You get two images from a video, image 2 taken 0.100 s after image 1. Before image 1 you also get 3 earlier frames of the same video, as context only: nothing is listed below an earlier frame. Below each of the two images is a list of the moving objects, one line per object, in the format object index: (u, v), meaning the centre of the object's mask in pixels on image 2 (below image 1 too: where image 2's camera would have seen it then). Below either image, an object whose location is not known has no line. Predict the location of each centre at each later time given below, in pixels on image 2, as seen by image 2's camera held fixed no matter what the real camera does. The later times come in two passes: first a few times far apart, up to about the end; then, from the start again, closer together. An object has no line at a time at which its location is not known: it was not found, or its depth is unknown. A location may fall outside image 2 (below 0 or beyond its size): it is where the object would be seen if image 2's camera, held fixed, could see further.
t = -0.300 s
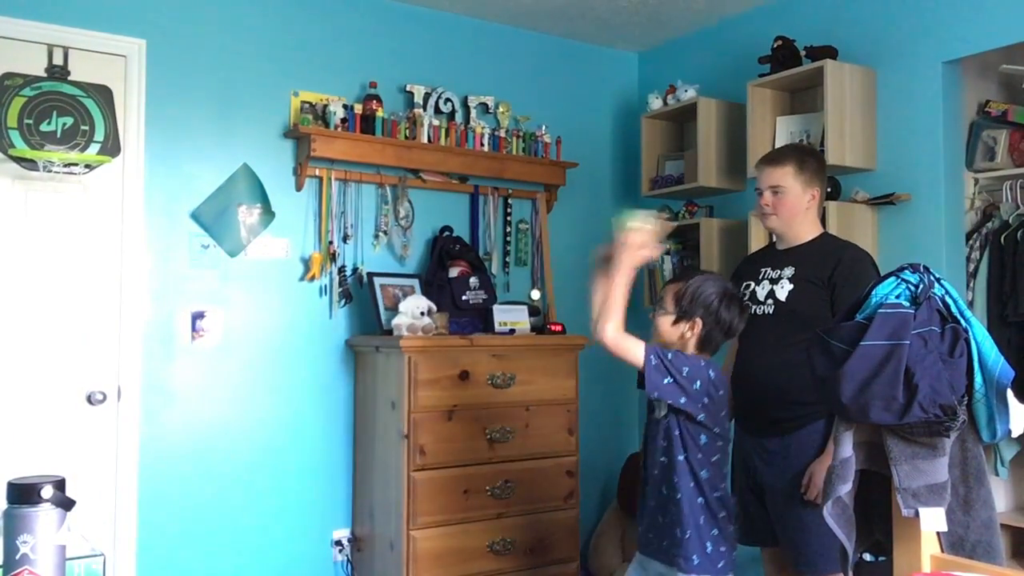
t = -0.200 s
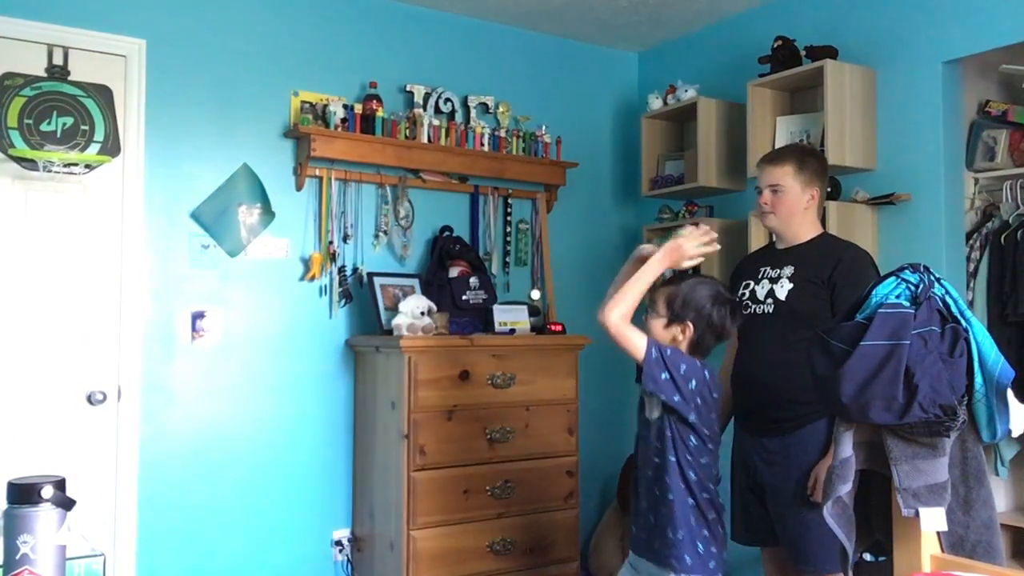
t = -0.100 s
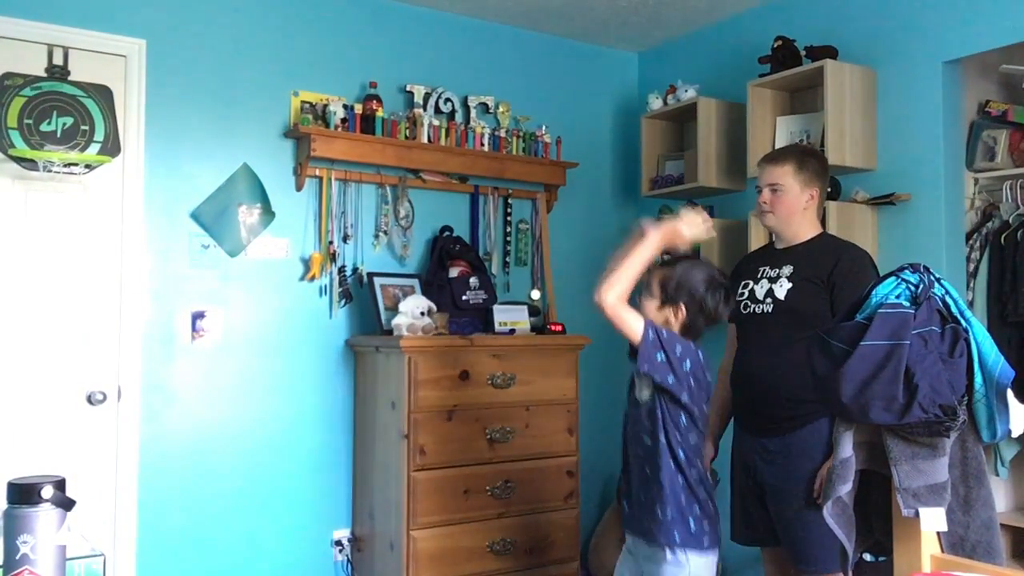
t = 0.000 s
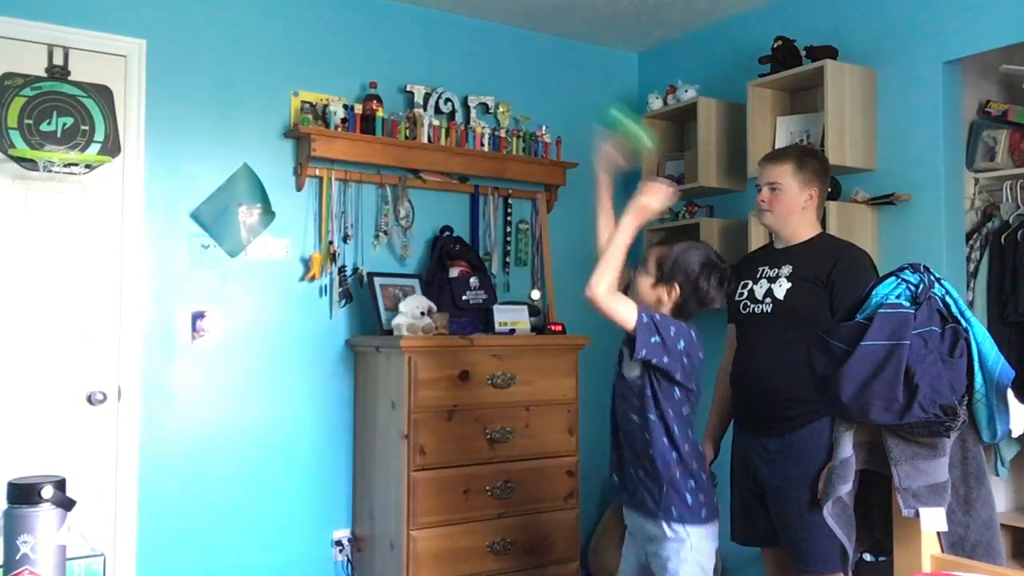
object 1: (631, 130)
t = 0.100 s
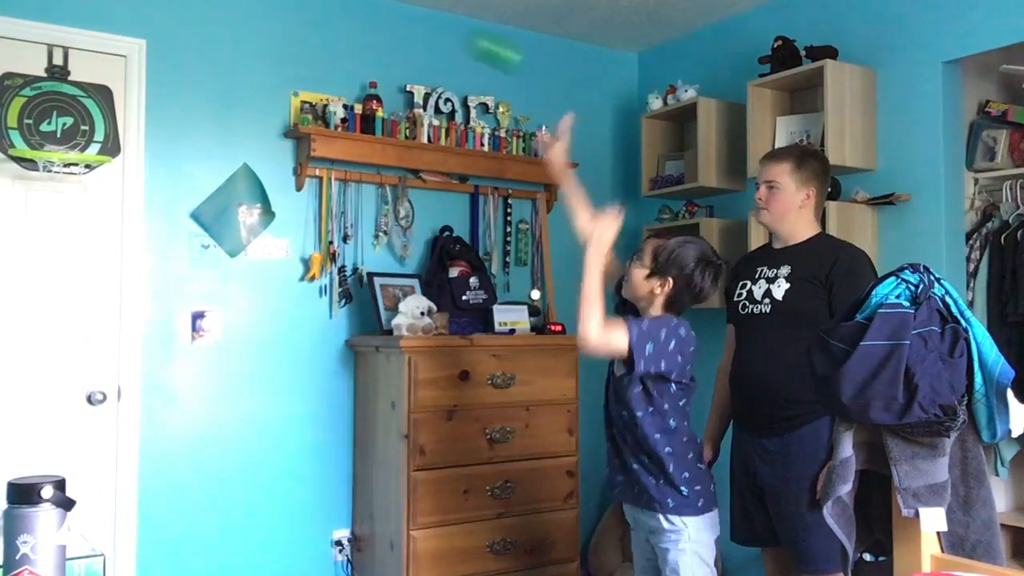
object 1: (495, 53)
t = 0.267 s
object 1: (305, 13)
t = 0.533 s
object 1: (108, 89)
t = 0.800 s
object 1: (76, 261)
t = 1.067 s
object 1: (135, 297)
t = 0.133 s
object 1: (453, 35)
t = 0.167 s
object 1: (414, 24)
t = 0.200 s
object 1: (376, 16)
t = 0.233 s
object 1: (339, 13)
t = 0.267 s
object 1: (305, 13)
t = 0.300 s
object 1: (272, 16)
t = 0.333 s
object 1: (239, 23)
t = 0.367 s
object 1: (208, 33)
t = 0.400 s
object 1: (178, 47)
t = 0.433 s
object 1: (147, 65)
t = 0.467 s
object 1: (118, 84)
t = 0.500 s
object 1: (111, 87)
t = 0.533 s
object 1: (108, 89)
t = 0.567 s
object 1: (106, 94)
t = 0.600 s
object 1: (103, 101)
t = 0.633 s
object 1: (101, 113)
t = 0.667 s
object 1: (97, 132)
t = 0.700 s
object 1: (92, 156)
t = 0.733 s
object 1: (86, 187)
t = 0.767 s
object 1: (81, 220)
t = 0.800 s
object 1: (76, 261)
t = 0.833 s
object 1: (70, 312)
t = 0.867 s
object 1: (61, 367)
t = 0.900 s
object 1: (53, 442)
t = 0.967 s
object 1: (68, 441)
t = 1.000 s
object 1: (92, 389)
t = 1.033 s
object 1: (107, 338)
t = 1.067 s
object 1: (135, 297)
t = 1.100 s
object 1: (151, 262)
